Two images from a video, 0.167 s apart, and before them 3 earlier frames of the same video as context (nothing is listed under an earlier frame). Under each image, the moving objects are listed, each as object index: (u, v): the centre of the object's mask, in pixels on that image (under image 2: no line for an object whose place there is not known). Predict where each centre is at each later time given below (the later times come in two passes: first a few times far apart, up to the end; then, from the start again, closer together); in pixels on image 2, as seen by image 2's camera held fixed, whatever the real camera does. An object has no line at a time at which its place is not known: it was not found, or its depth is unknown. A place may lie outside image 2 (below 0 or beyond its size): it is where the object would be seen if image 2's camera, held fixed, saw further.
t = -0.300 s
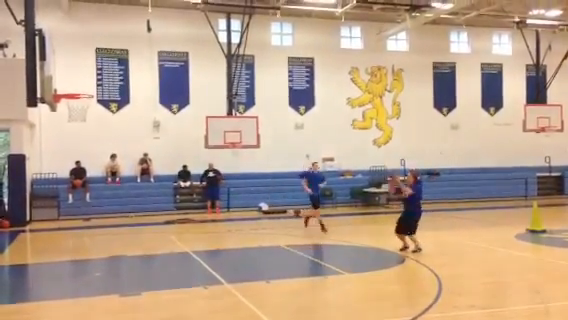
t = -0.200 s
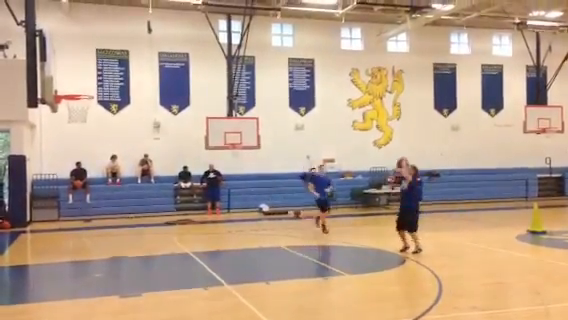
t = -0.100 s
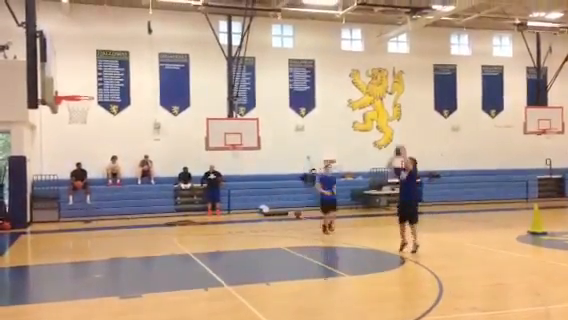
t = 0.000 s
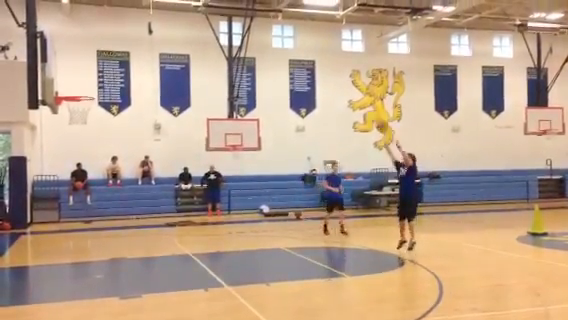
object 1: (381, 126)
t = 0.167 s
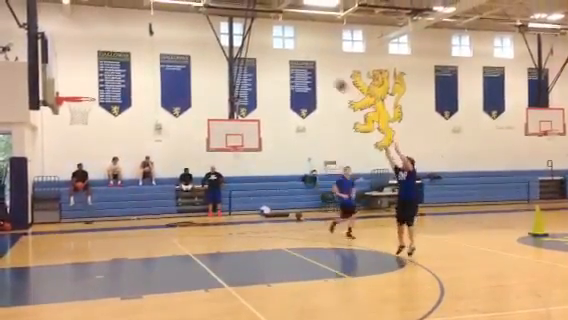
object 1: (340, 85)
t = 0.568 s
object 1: (235, 37)
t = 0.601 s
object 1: (226, 37)
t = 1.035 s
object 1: (96, 85)
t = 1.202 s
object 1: (67, 115)
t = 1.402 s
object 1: (71, 144)
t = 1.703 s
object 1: (75, 229)
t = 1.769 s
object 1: (78, 256)
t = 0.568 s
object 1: (235, 37)
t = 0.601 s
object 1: (226, 37)
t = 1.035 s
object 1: (96, 85)
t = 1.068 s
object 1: (87, 92)
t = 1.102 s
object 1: (74, 105)
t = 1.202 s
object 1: (67, 115)
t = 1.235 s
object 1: (67, 118)
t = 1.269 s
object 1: (68, 122)
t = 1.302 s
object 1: (69, 127)
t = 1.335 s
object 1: (69, 132)
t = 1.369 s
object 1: (70, 138)
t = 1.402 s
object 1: (71, 144)
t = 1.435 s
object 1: (71, 151)
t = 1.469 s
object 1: (72, 159)
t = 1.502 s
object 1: (72, 166)
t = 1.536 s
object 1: (72, 176)
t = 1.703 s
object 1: (75, 229)
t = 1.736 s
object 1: (77, 242)
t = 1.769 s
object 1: (78, 256)
